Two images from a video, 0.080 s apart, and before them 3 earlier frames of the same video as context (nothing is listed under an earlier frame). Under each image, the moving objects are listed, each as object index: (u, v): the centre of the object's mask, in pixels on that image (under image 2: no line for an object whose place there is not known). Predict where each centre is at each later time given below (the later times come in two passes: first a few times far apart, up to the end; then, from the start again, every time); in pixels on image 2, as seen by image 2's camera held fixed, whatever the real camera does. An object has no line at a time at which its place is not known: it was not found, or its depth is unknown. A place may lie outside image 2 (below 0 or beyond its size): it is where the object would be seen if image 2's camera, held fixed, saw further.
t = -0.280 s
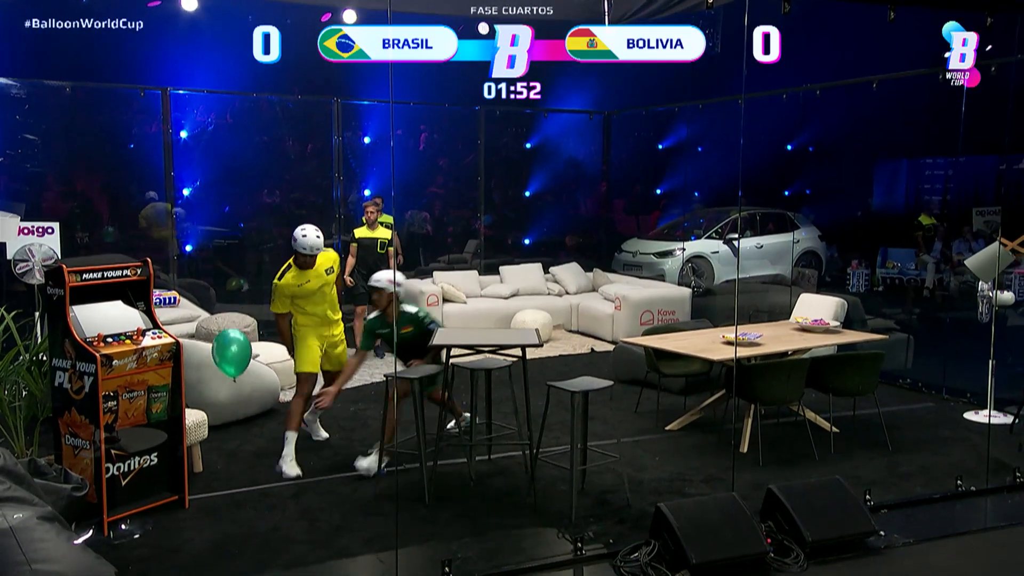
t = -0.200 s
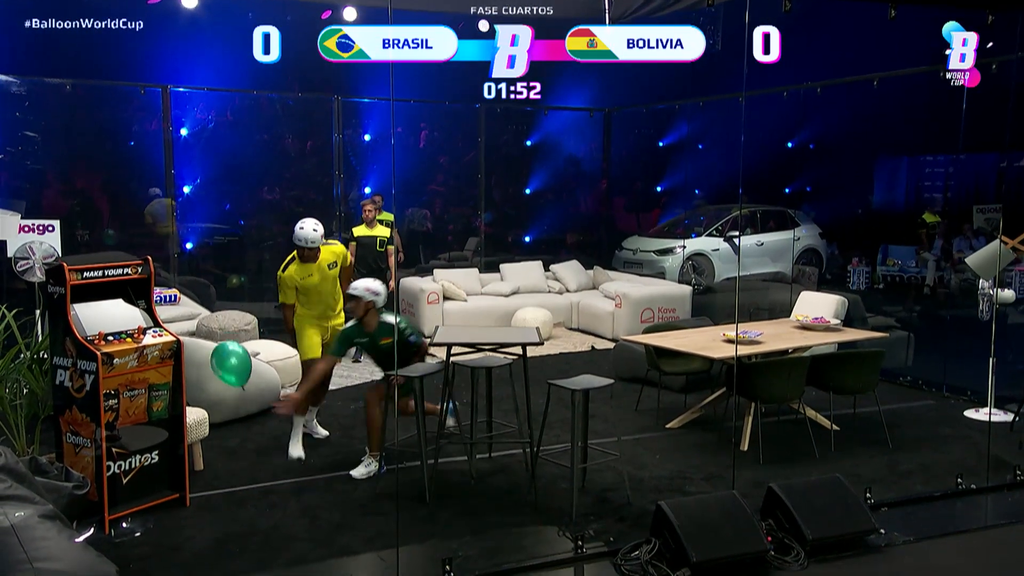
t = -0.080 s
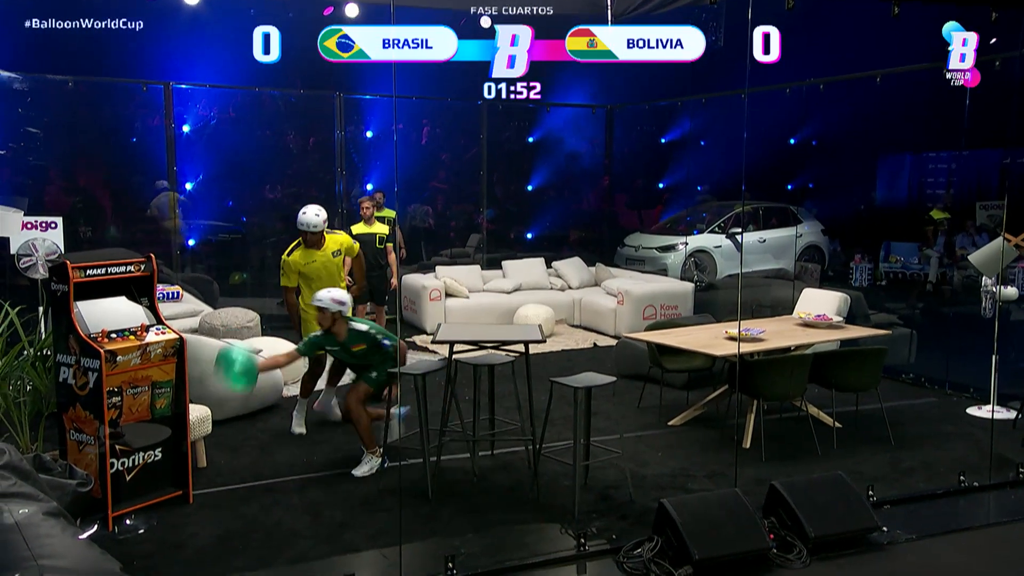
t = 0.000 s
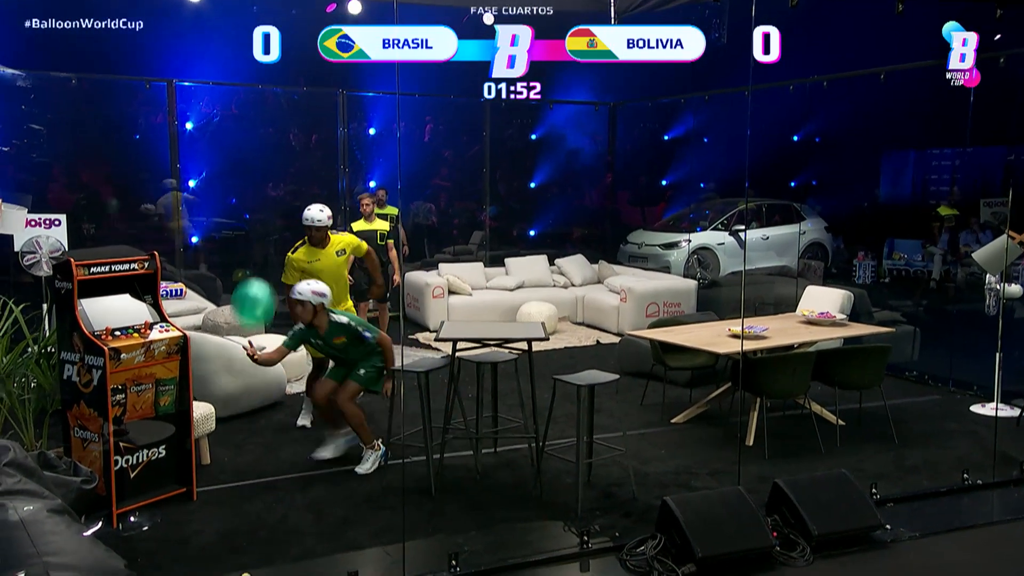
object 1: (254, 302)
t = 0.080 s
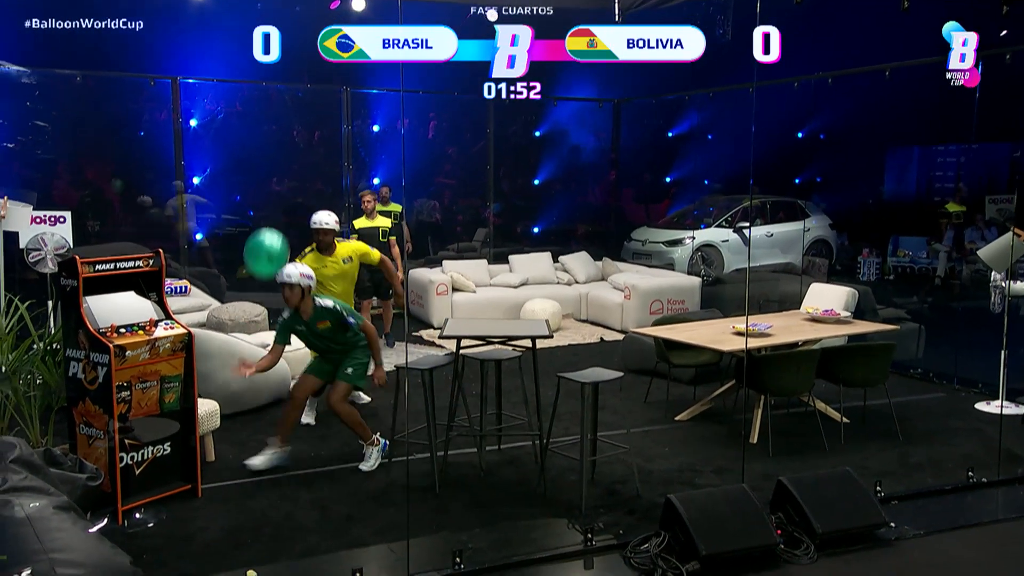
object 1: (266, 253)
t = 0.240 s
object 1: (269, 188)
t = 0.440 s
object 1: (264, 142)
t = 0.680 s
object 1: (262, 126)
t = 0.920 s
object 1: (266, 140)
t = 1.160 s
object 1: (276, 177)
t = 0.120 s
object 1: (268, 234)
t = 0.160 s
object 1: (269, 217)
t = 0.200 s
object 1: (270, 202)
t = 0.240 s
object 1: (269, 188)
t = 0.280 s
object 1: (268, 176)
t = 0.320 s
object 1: (267, 165)
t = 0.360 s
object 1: (266, 156)
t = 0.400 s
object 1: (265, 148)
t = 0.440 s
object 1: (264, 142)
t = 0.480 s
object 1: (263, 136)
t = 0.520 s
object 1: (263, 132)
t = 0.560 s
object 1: (262, 129)
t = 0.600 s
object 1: (262, 127)
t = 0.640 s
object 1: (262, 126)
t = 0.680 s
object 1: (262, 126)
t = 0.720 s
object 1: (262, 126)
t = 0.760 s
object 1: (262, 128)
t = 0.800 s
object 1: (263, 130)
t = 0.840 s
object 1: (264, 133)
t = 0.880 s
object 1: (265, 137)
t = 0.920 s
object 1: (266, 140)
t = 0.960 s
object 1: (267, 145)
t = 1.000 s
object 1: (269, 151)
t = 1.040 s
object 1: (270, 156)
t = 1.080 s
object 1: (272, 163)
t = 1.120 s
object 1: (274, 169)
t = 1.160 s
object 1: (276, 177)
